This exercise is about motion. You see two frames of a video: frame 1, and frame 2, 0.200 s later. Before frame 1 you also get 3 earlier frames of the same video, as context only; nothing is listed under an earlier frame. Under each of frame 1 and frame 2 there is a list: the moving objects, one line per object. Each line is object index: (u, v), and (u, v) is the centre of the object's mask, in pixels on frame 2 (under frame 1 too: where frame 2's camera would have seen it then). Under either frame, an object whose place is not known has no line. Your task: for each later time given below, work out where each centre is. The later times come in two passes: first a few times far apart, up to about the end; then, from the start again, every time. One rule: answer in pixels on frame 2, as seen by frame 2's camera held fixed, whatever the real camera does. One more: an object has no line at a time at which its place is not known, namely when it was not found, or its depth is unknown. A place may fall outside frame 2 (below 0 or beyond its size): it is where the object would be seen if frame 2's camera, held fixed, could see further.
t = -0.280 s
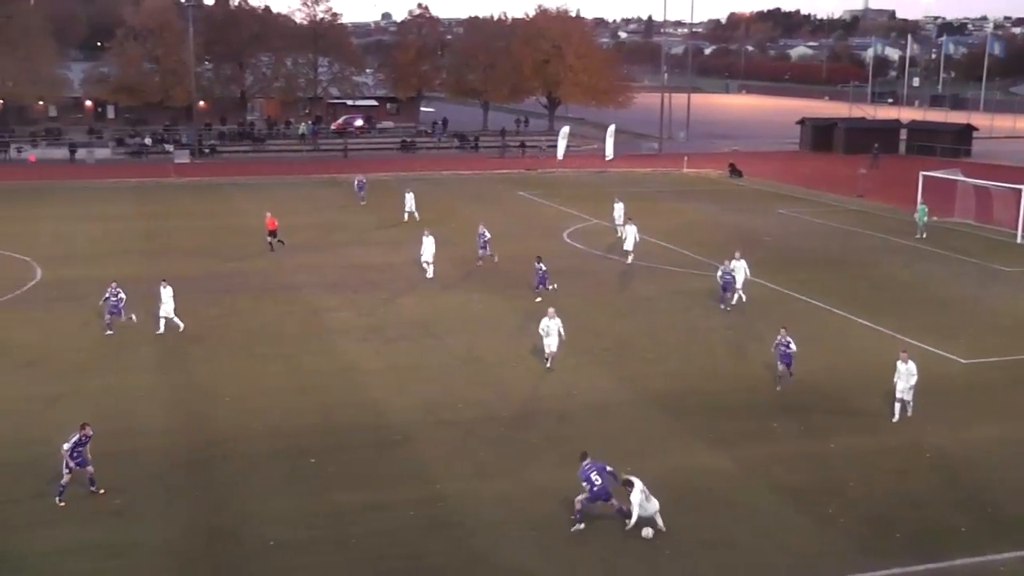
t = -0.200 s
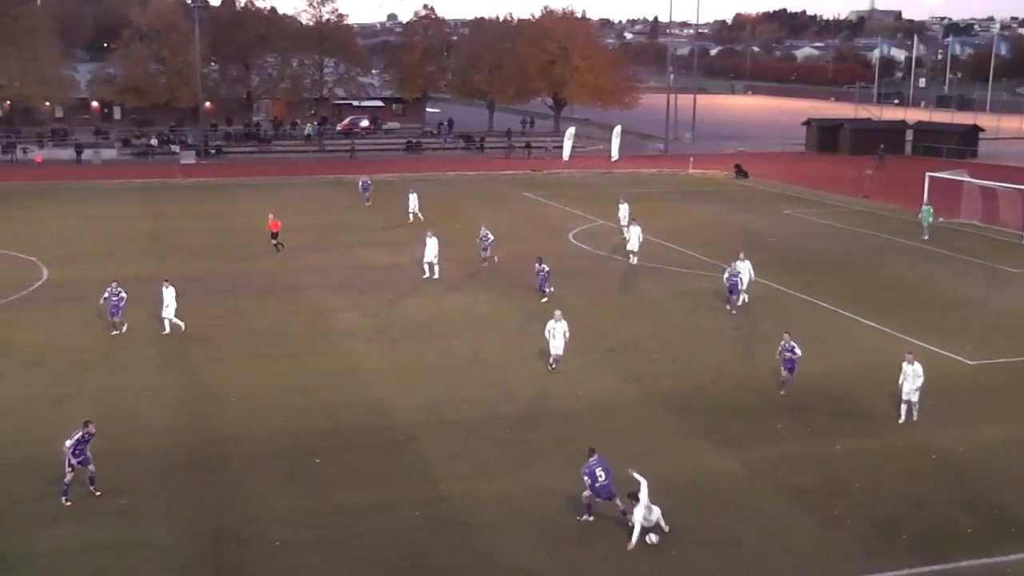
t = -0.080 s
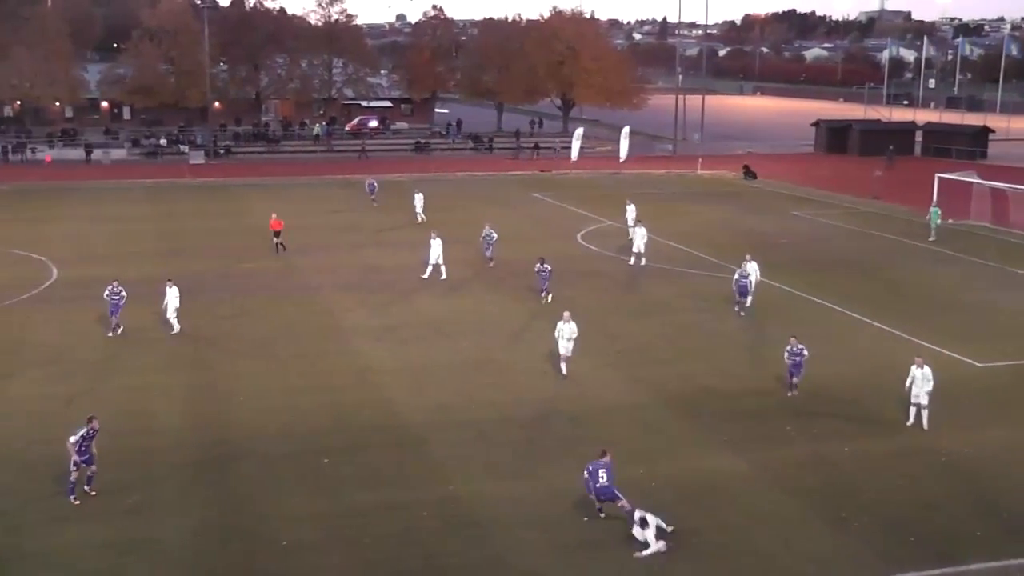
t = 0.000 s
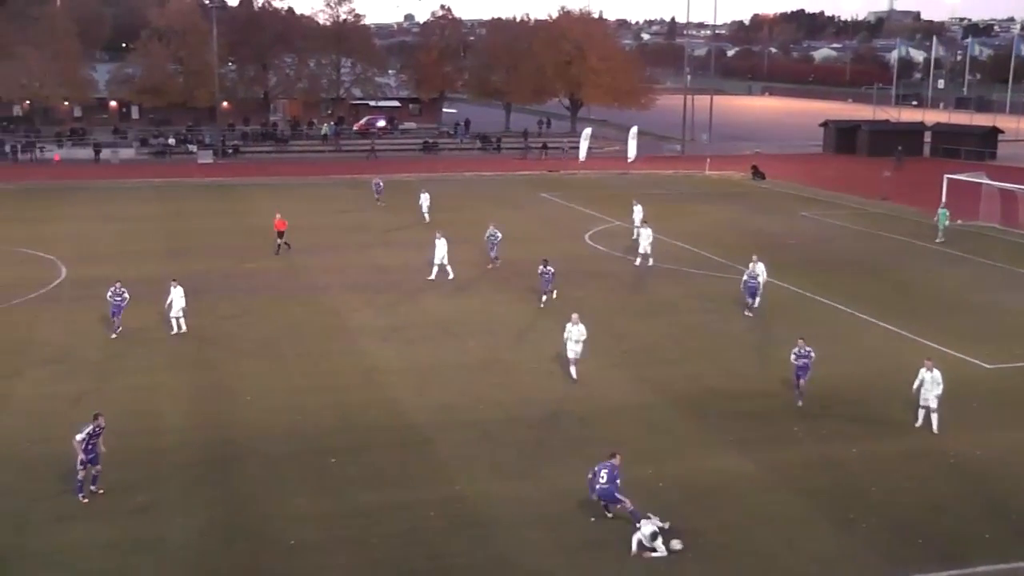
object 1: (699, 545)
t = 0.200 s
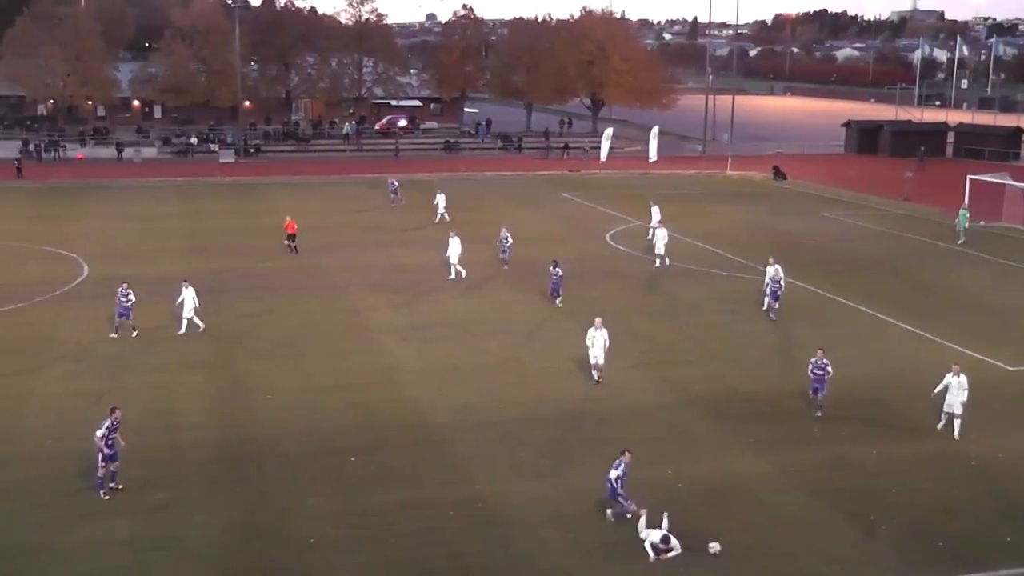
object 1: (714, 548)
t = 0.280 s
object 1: (721, 548)
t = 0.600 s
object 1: (748, 550)
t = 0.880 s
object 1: (768, 551)
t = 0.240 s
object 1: (718, 548)
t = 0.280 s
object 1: (721, 548)
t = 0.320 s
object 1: (724, 548)
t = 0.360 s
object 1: (727, 549)
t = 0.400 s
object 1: (731, 549)
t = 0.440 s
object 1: (734, 550)
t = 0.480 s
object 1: (738, 550)
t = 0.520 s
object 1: (741, 550)
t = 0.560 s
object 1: (745, 550)
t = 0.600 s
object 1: (748, 550)
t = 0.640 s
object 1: (751, 551)
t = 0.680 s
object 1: (754, 551)
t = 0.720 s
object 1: (757, 551)
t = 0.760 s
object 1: (760, 551)
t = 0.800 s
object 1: (763, 551)
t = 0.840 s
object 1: (766, 552)
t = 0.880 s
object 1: (768, 551)
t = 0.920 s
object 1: (774, 553)
